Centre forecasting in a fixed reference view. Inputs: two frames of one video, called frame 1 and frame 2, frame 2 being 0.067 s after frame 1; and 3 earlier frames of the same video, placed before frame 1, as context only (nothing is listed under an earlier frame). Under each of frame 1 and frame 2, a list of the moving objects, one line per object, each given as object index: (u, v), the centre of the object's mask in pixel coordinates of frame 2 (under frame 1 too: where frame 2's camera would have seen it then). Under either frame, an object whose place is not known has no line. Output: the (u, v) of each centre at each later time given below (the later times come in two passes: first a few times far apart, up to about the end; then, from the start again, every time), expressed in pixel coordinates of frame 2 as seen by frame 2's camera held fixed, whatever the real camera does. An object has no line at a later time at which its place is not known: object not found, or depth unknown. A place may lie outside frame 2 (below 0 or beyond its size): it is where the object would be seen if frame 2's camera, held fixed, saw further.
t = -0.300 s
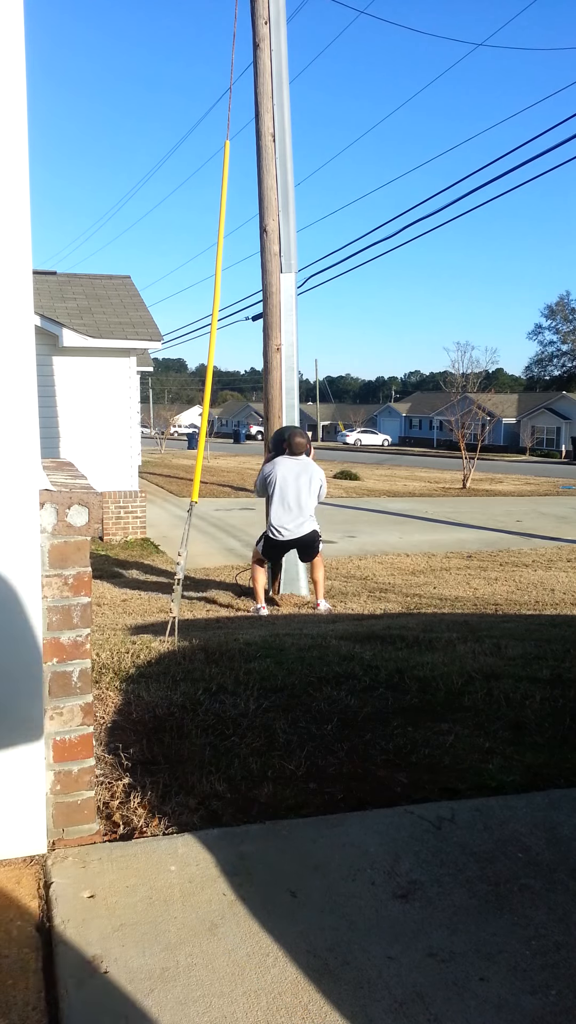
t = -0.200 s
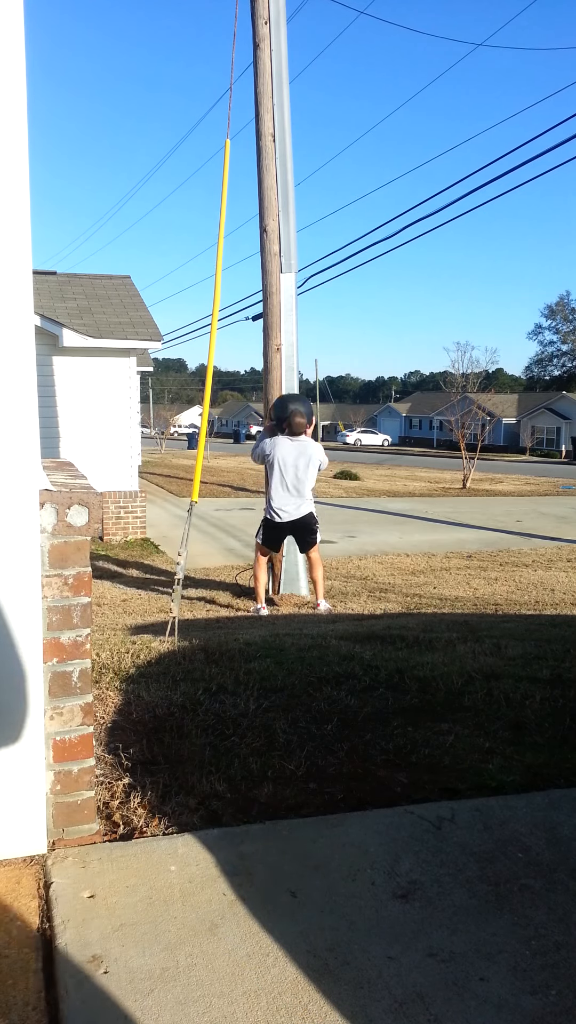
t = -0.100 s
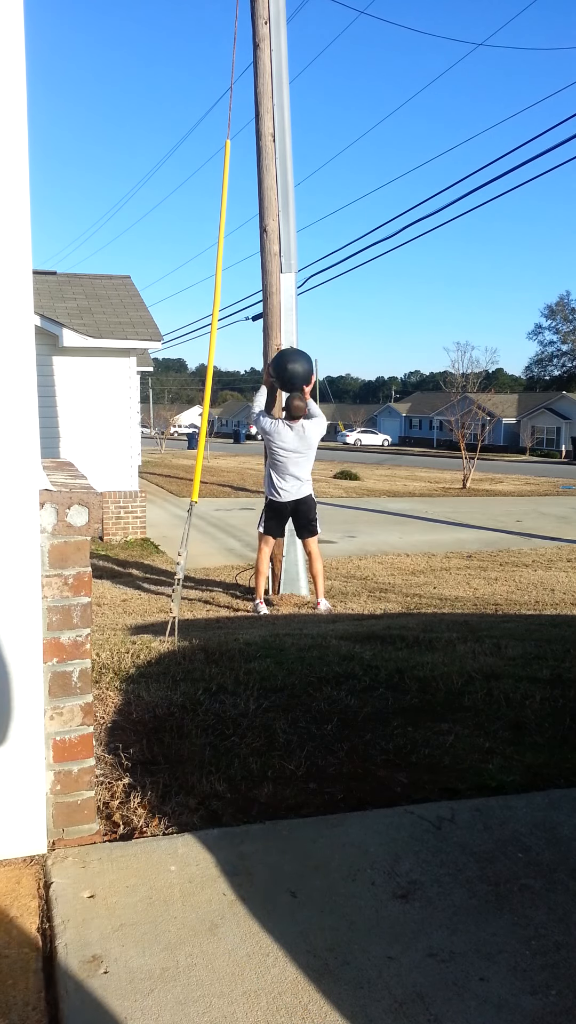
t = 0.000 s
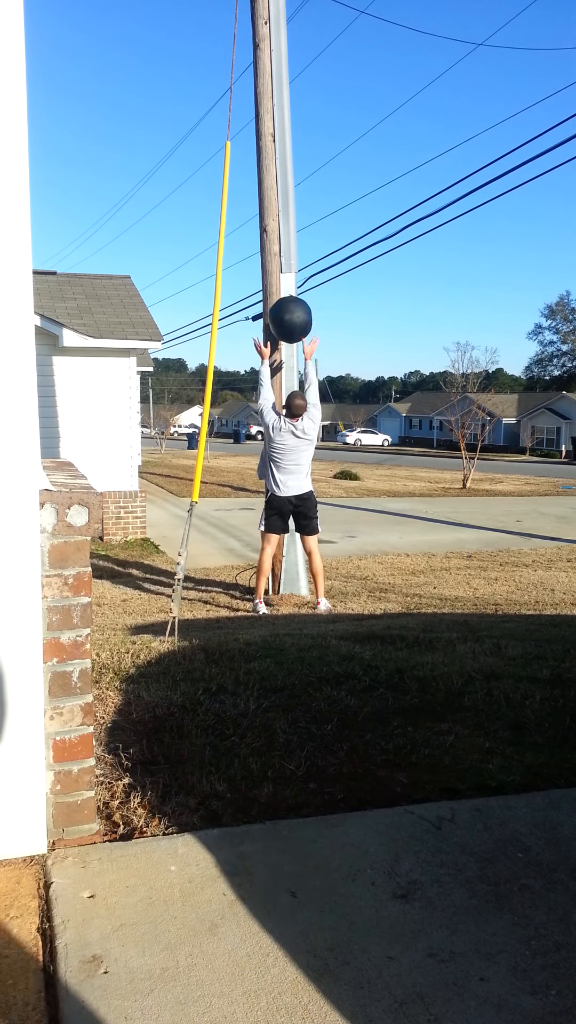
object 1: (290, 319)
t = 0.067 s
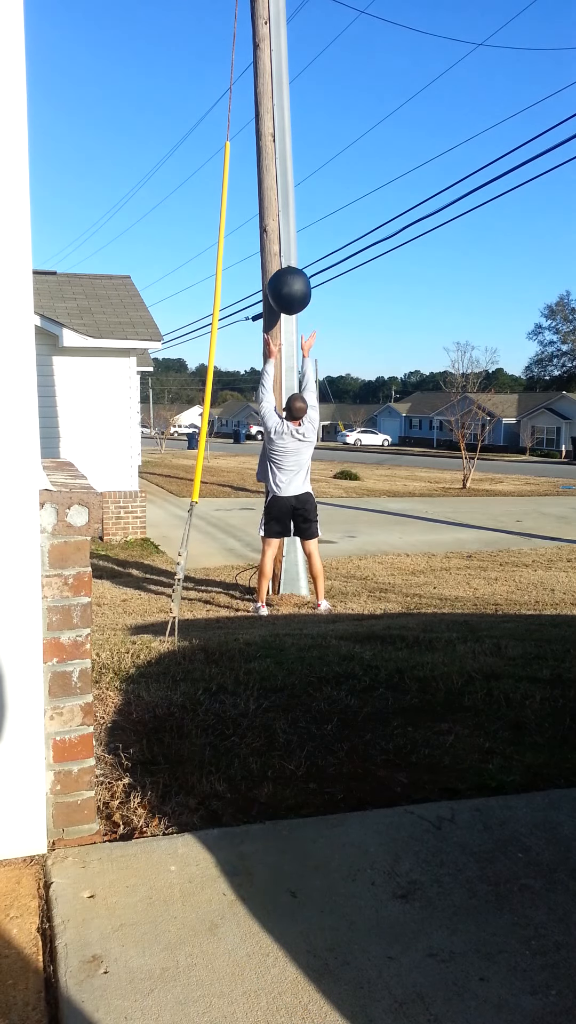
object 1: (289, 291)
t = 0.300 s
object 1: (285, 234)
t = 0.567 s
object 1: (283, 252)
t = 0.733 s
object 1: (283, 305)
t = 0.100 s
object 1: (289, 278)
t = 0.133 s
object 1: (288, 267)
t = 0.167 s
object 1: (287, 258)
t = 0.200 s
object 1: (287, 250)
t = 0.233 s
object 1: (286, 243)
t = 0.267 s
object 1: (286, 238)
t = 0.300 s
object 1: (285, 234)
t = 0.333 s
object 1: (285, 232)
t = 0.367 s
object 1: (284, 231)
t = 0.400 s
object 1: (284, 232)
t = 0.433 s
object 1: (283, 234)
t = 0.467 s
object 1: (283, 237)
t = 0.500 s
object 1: (283, 241)
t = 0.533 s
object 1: (283, 246)
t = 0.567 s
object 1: (283, 252)
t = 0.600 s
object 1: (283, 260)
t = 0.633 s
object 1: (283, 269)
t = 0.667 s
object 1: (283, 280)
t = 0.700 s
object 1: (283, 292)
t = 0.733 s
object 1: (283, 305)
